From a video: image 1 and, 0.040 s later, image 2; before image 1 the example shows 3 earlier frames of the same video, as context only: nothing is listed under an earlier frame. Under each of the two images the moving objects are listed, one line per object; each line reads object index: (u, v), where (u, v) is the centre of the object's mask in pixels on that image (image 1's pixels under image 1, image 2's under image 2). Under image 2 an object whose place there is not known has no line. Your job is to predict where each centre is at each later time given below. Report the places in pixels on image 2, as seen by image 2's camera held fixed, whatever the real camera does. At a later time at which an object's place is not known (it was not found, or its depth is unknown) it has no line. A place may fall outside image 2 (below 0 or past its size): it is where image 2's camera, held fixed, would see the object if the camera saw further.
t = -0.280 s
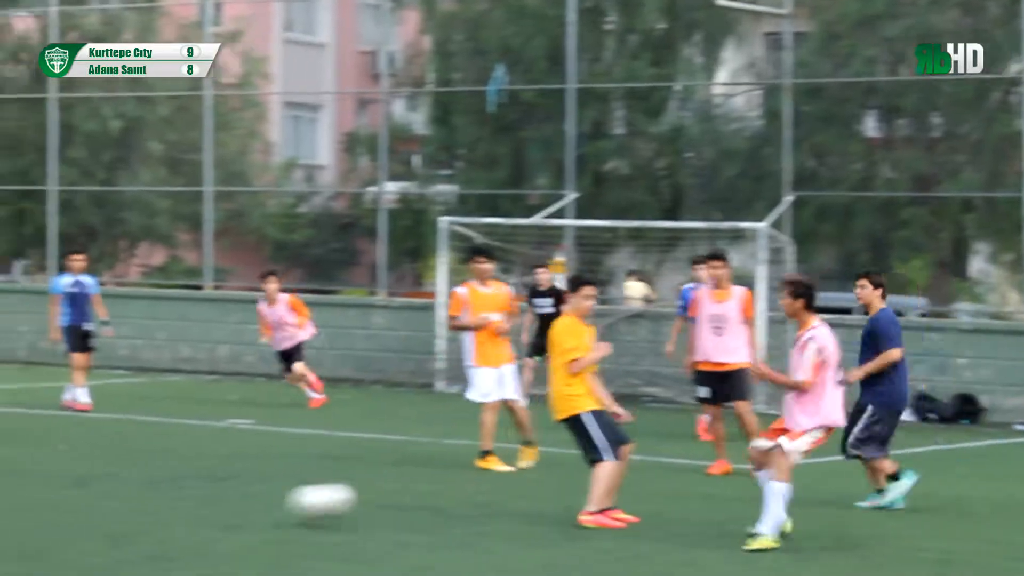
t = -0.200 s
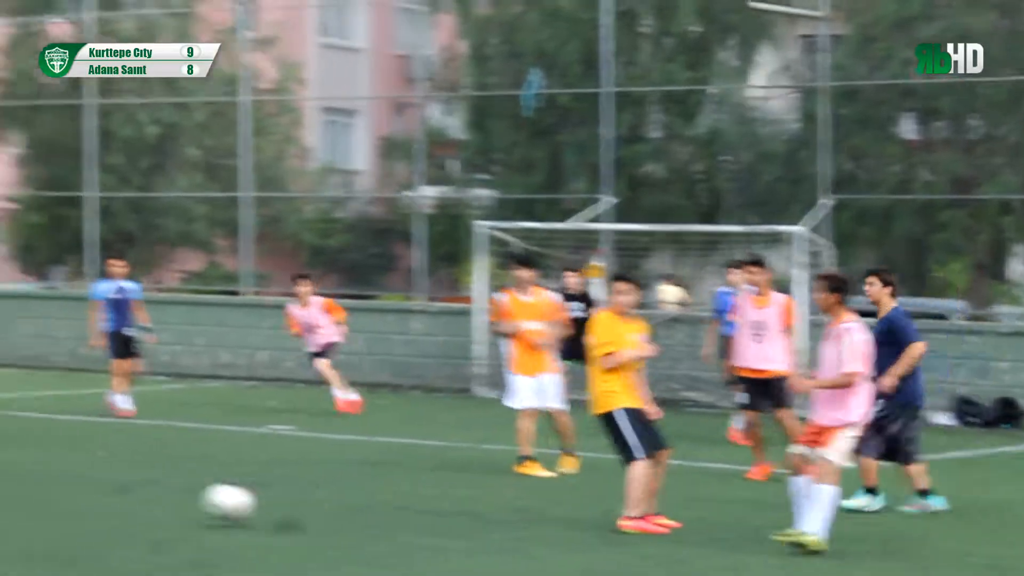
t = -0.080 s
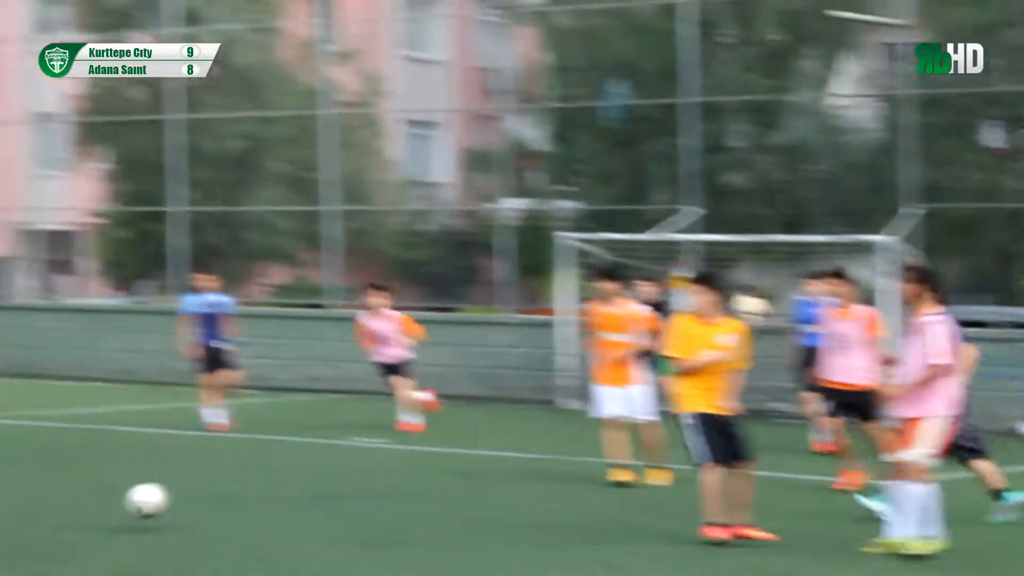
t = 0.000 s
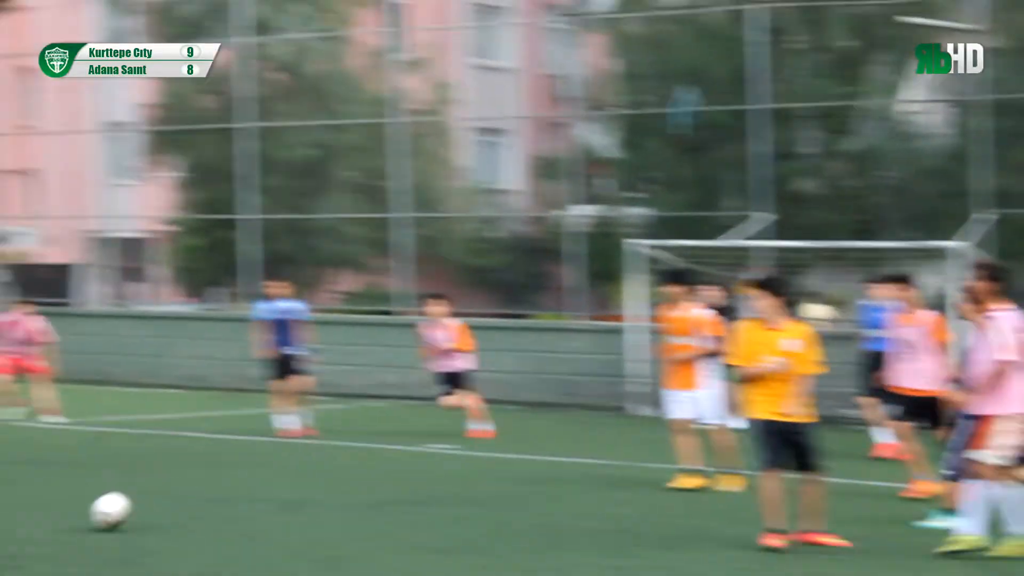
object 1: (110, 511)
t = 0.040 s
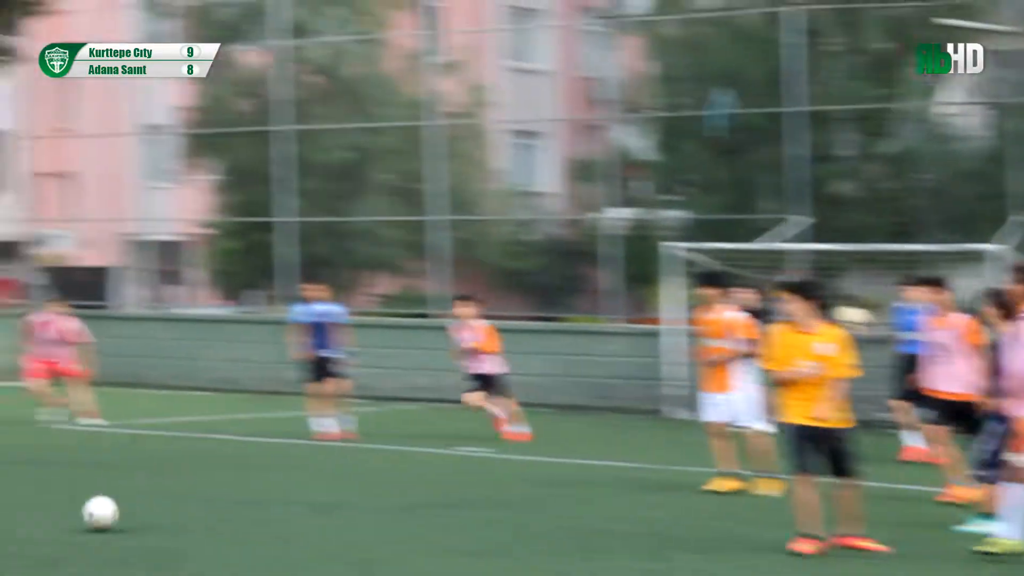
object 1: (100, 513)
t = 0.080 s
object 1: (54, 505)
